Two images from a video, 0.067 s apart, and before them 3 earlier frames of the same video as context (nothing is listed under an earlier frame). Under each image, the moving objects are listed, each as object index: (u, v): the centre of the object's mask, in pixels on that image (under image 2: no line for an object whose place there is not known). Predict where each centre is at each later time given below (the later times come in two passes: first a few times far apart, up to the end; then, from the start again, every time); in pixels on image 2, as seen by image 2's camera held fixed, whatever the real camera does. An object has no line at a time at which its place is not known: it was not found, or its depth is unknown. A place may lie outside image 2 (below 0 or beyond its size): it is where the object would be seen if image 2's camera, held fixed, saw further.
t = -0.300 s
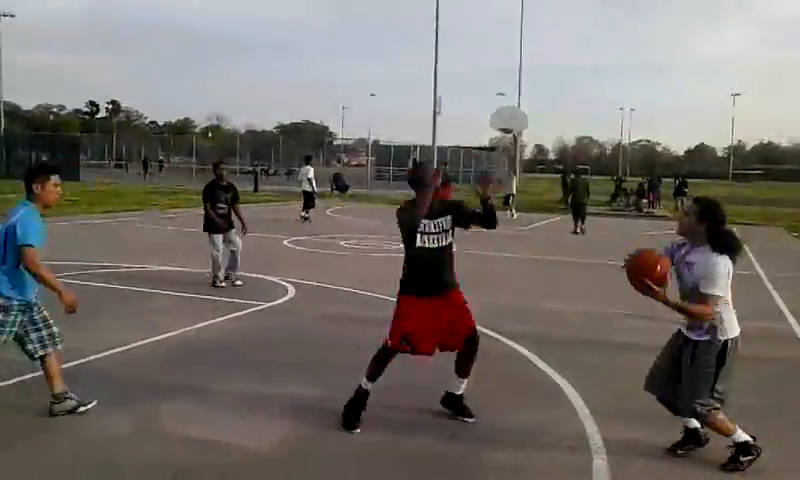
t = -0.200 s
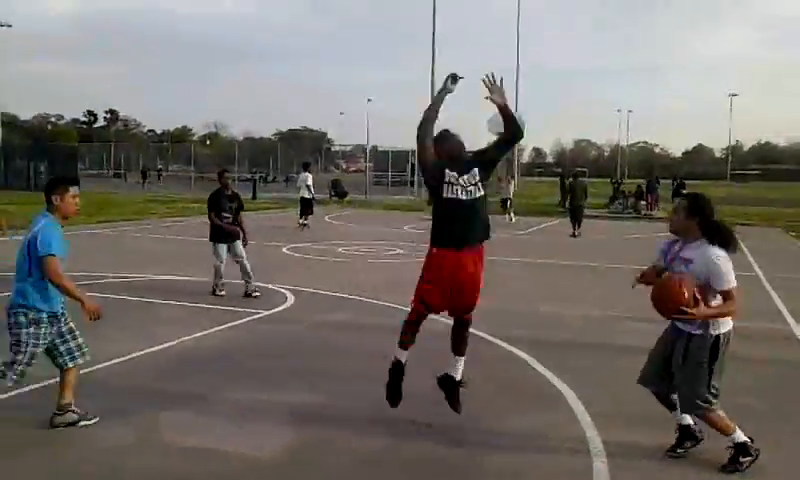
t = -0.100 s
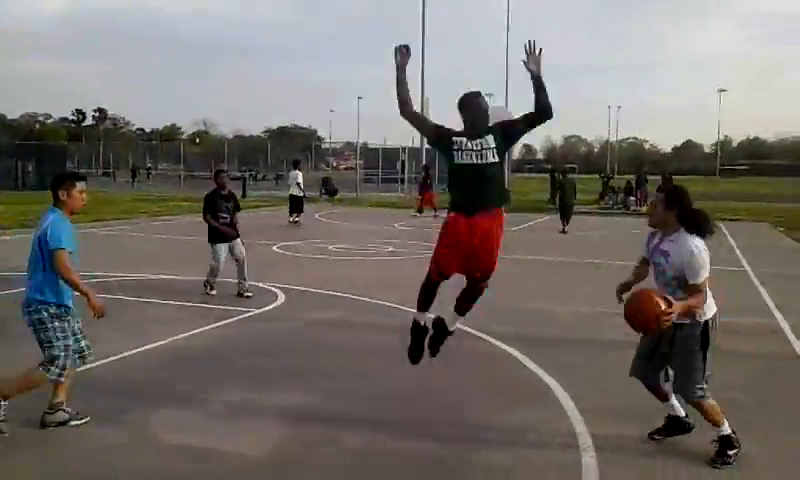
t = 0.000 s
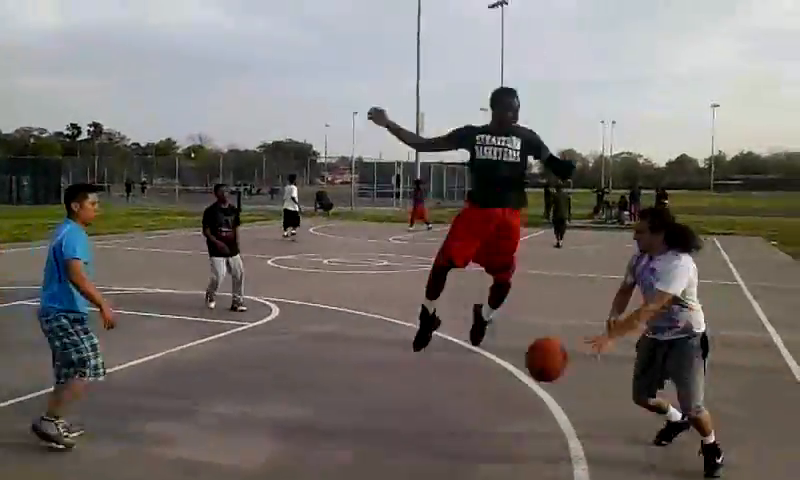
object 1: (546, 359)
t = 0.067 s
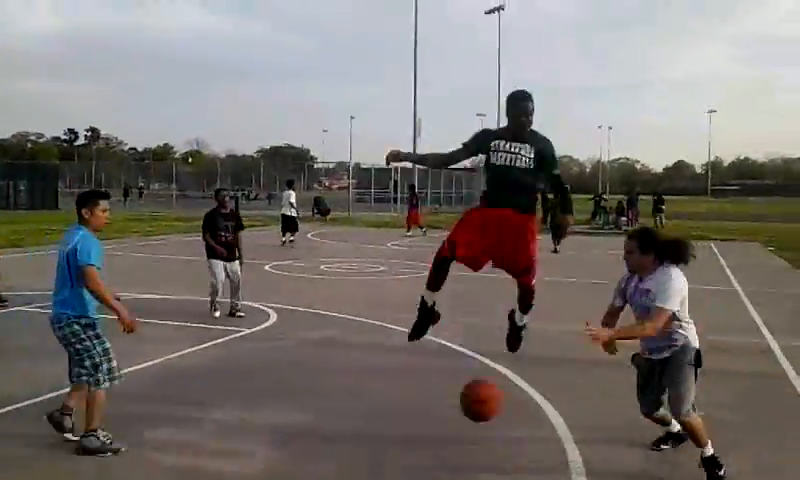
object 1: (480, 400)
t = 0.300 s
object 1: (342, 373)
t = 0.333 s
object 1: (328, 359)
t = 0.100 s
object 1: (450, 419)
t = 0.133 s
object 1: (419, 440)
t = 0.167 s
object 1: (395, 454)
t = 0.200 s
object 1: (382, 429)
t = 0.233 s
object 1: (368, 409)
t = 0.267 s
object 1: (355, 390)
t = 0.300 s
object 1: (342, 373)
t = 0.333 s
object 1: (328, 359)
